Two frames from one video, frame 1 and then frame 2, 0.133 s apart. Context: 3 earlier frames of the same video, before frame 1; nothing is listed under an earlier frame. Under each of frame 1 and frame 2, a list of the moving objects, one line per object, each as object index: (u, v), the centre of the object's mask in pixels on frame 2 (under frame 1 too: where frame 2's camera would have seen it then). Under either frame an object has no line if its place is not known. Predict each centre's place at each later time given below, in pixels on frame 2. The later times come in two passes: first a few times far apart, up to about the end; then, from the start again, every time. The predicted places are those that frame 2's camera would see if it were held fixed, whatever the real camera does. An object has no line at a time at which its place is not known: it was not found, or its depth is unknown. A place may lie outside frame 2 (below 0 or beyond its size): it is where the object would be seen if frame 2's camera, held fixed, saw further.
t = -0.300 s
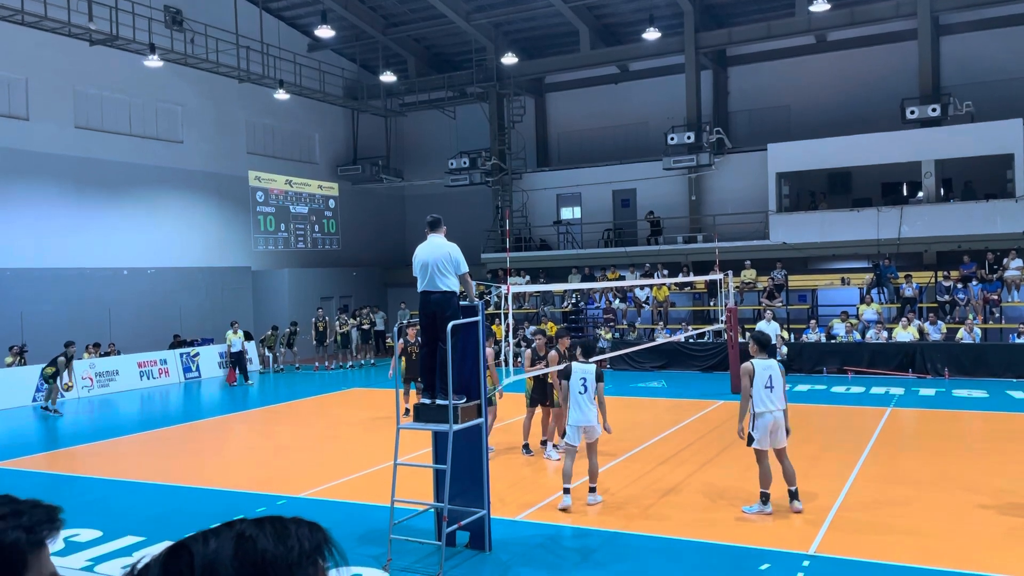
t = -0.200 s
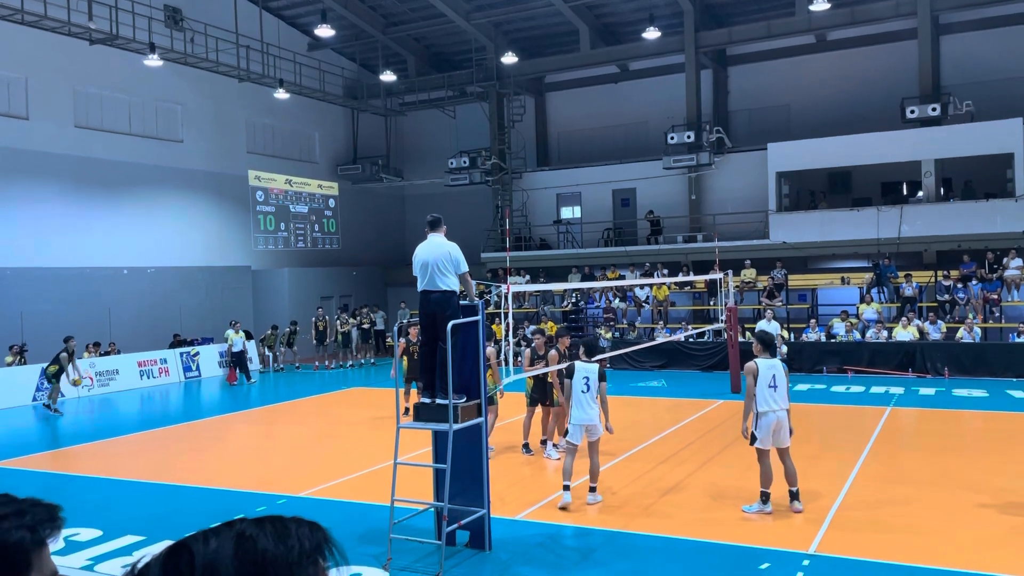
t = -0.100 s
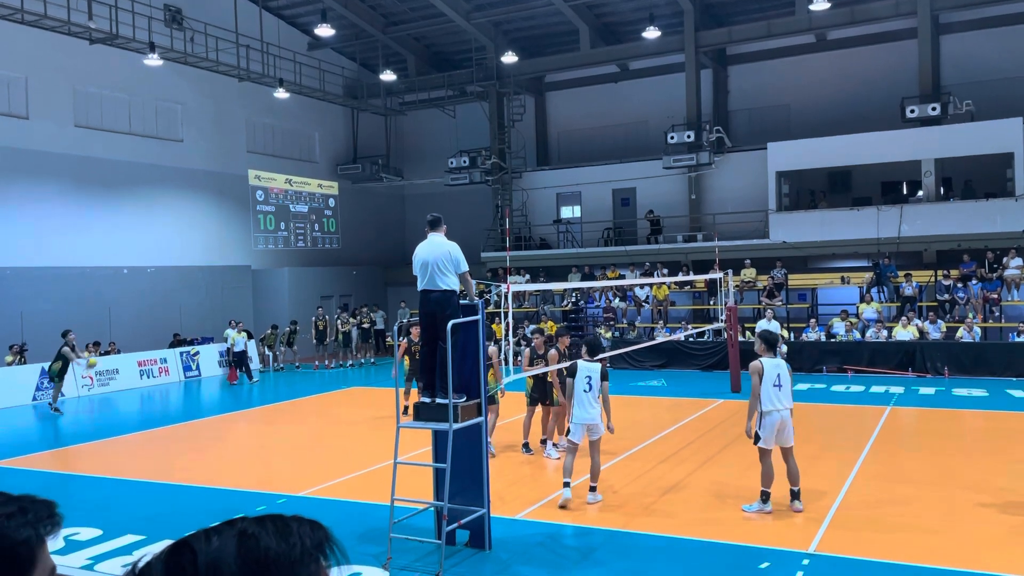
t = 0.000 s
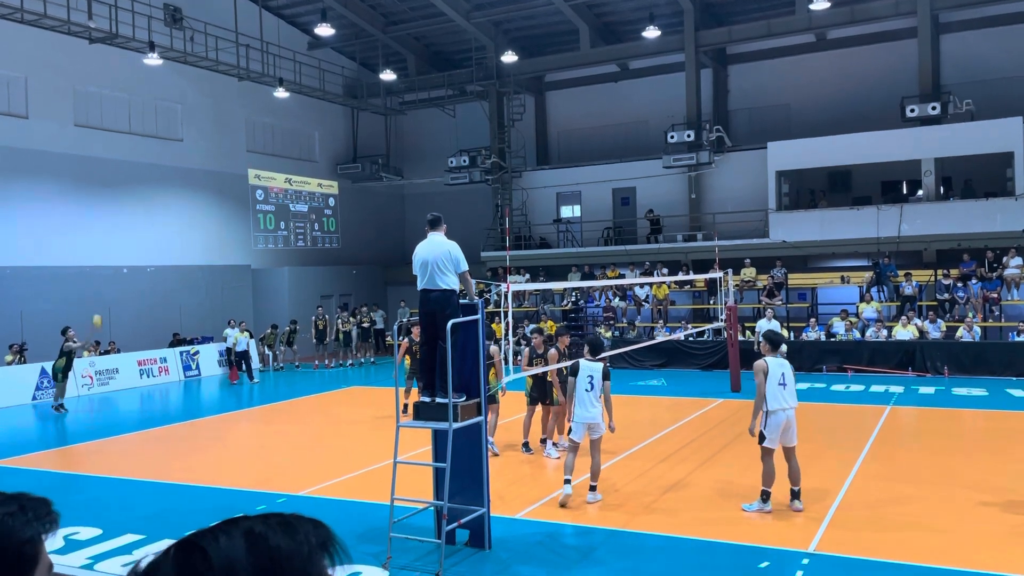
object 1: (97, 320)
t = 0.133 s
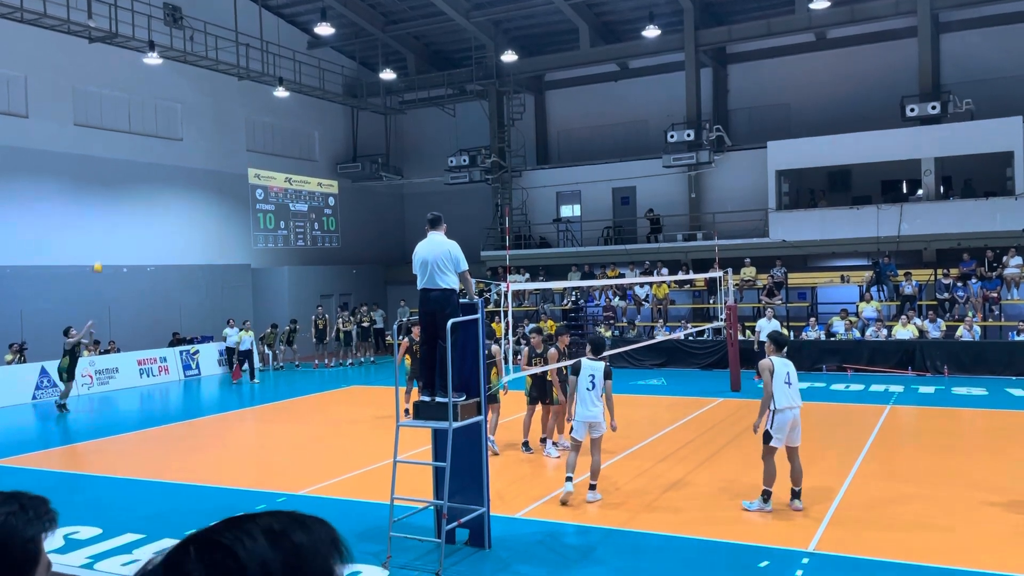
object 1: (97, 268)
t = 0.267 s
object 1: (97, 222)
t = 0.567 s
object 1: (101, 153)
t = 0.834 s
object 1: (105, 128)
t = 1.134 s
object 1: (112, 141)
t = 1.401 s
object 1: (120, 190)
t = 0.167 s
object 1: (97, 256)
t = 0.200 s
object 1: (97, 244)
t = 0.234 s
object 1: (97, 234)
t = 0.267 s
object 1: (97, 222)
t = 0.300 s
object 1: (98, 212)
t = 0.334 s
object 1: (97, 203)
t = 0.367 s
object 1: (98, 195)
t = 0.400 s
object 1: (99, 187)
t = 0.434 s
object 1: (99, 179)
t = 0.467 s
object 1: (99, 172)
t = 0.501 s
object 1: (100, 165)
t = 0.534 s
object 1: (100, 159)
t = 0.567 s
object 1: (101, 153)
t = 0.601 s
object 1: (101, 149)
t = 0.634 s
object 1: (101, 144)
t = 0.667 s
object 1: (102, 140)
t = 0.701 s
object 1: (102, 136)
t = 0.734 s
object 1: (103, 133)
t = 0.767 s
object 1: (104, 131)
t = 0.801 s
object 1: (104, 129)
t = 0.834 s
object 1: (105, 128)
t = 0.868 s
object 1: (105, 128)
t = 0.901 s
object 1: (106, 127)
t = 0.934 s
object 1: (106, 127)
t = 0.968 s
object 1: (107, 129)
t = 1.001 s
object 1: (108, 129)
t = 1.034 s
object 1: (109, 132)
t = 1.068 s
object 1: (110, 134)
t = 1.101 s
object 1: (111, 137)
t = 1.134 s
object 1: (112, 141)
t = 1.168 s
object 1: (113, 145)
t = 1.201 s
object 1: (113, 150)
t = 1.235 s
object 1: (115, 155)
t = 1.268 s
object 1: (116, 161)
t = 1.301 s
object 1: (117, 168)
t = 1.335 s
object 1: (117, 175)
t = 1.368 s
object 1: (119, 182)
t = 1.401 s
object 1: (120, 190)
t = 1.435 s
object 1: (121, 199)
